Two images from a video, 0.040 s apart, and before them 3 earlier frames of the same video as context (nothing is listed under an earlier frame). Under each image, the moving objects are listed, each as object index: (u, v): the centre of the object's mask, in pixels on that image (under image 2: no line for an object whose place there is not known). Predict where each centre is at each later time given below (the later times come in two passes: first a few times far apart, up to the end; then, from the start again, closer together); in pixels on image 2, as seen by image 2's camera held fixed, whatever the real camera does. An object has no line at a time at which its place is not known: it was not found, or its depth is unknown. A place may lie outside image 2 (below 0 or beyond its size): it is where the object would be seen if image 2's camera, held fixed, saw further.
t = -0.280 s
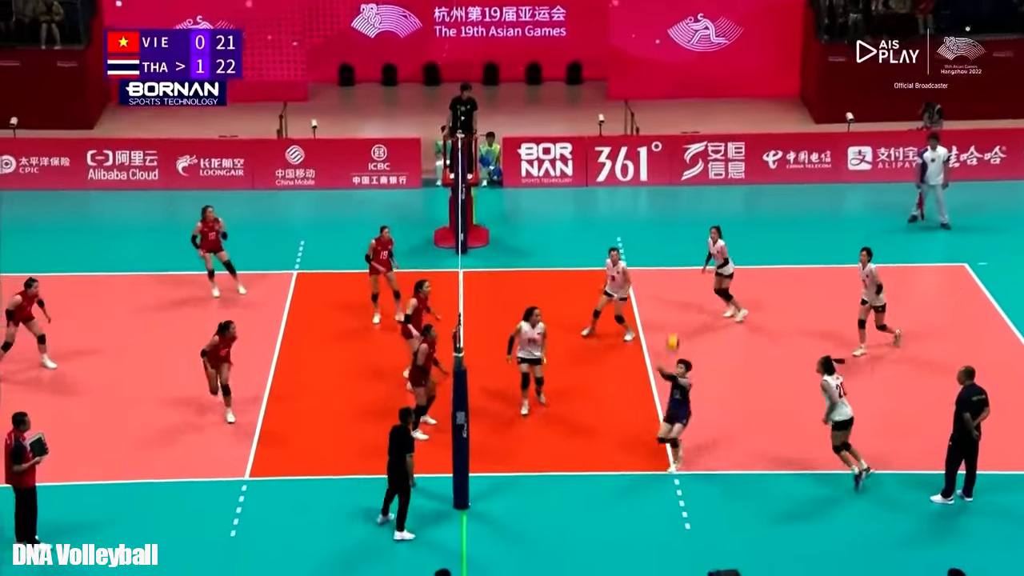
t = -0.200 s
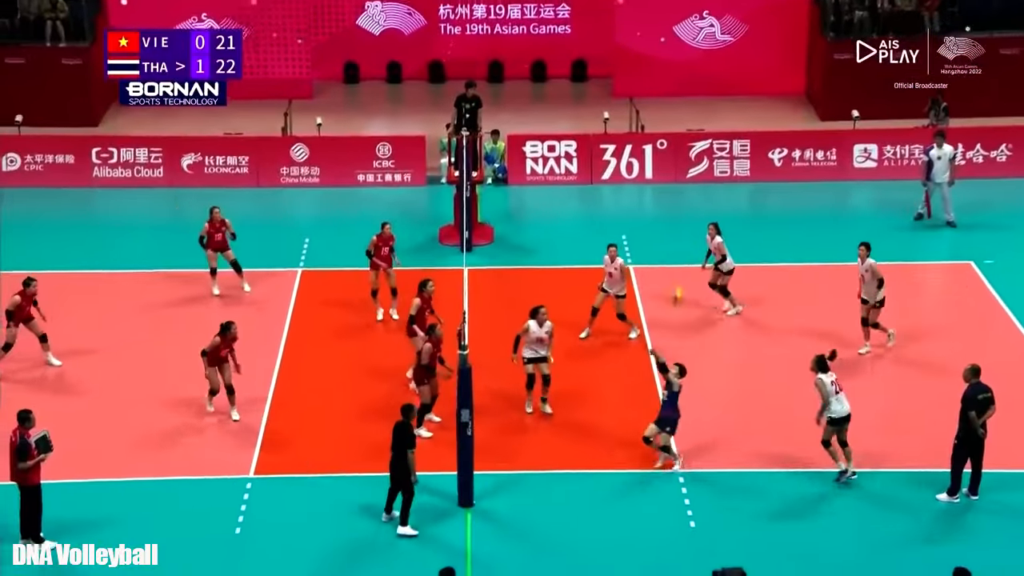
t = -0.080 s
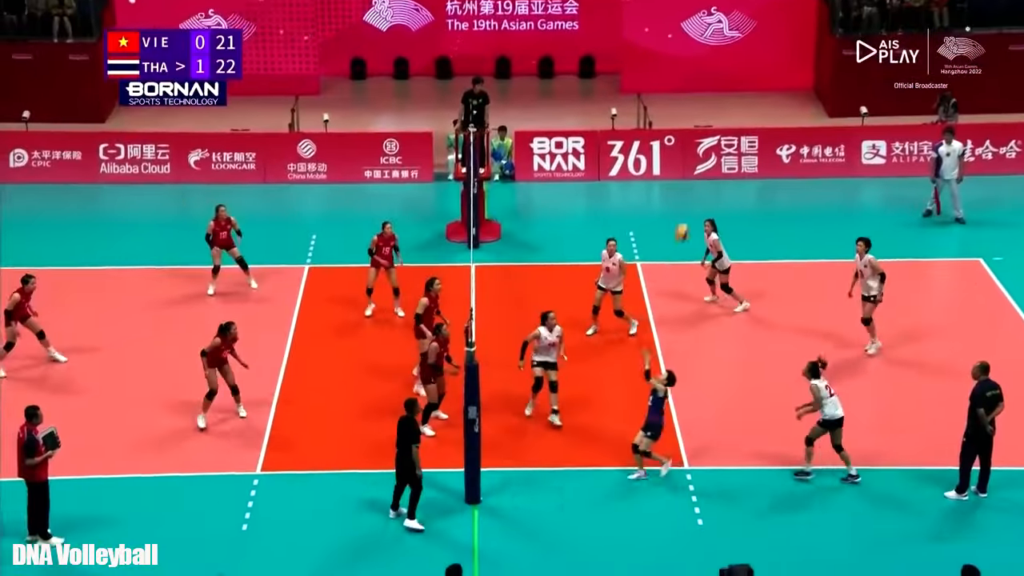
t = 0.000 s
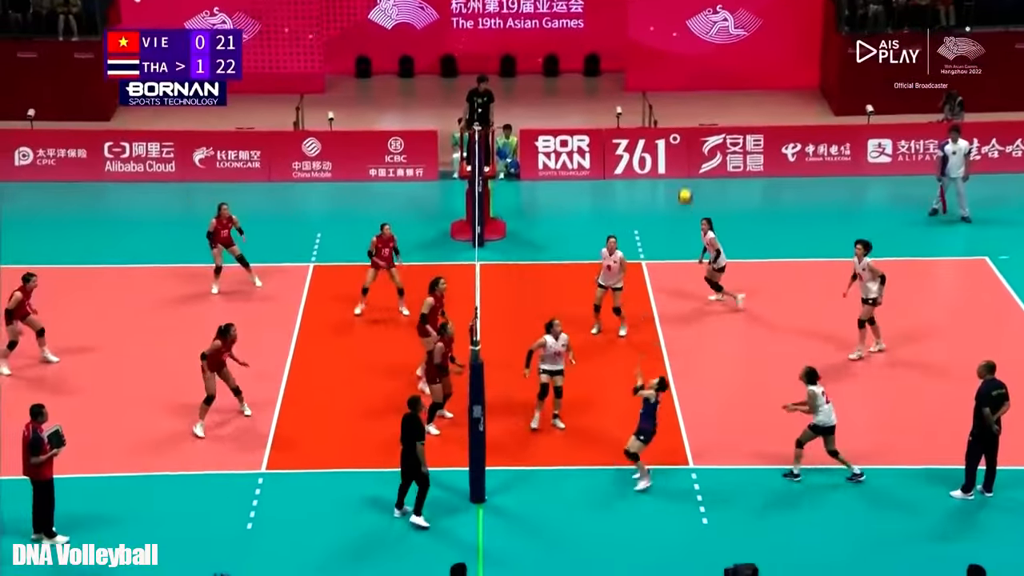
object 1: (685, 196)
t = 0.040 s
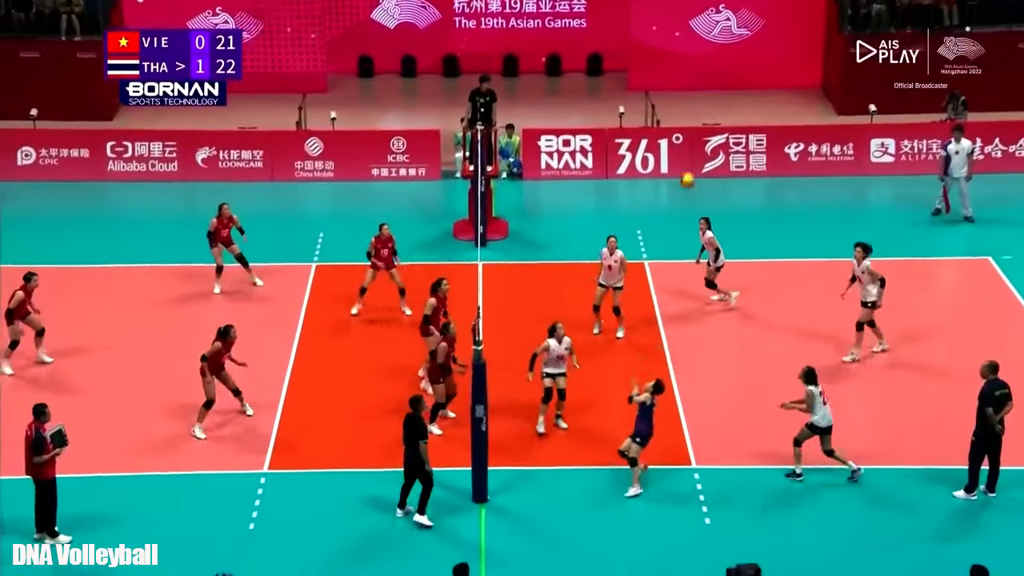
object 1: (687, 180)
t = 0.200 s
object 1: (684, 128)
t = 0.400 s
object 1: (678, 89)
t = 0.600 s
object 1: (674, 78)
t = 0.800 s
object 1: (667, 94)
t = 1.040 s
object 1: (660, 149)
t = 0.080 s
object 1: (687, 164)
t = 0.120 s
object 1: (686, 152)
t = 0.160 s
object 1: (684, 140)
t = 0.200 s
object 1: (684, 128)
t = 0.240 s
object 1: (684, 118)
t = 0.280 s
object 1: (682, 109)
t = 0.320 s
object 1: (681, 102)
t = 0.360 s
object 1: (680, 95)
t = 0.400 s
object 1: (678, 89)
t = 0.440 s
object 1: (678, 85)
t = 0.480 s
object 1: (677, 81)
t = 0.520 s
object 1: (676, 79)
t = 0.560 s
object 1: (675, 79)
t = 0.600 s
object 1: (674, 78)
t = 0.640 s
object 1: (672, 79)
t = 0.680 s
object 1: (672, 81)
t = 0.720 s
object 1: (670, 85)
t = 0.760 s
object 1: (669, 89)
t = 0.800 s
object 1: (667, 94)
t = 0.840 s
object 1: (665, 101)
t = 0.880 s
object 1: (665, 108)
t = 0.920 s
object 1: (663, 118)
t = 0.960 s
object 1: (662, 125)
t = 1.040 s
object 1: (660, 149)
